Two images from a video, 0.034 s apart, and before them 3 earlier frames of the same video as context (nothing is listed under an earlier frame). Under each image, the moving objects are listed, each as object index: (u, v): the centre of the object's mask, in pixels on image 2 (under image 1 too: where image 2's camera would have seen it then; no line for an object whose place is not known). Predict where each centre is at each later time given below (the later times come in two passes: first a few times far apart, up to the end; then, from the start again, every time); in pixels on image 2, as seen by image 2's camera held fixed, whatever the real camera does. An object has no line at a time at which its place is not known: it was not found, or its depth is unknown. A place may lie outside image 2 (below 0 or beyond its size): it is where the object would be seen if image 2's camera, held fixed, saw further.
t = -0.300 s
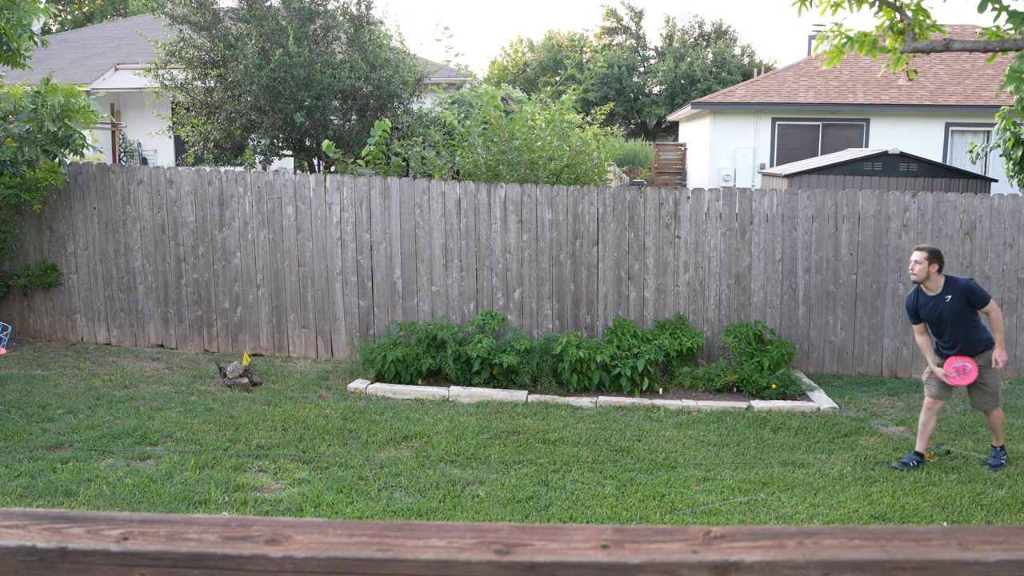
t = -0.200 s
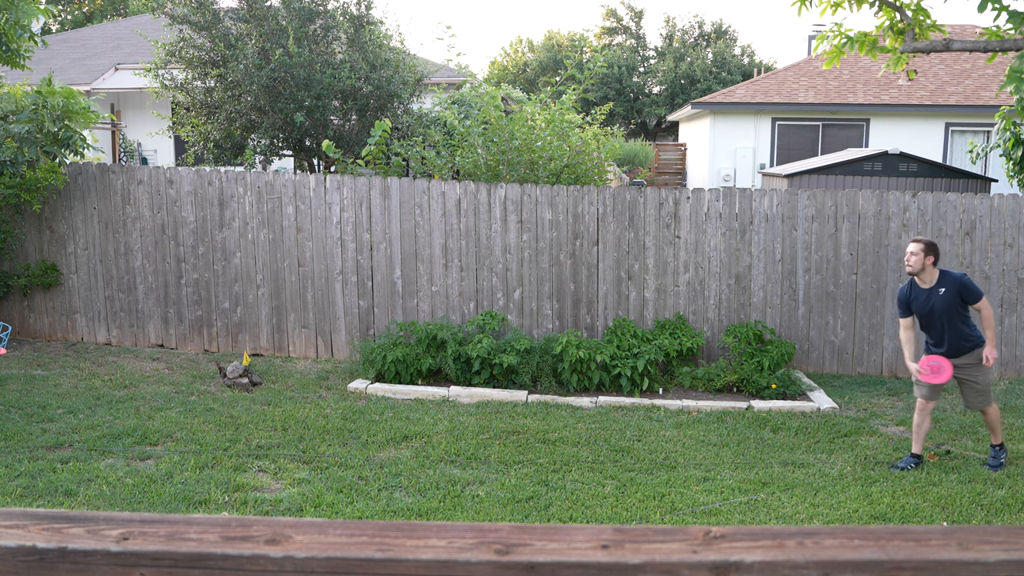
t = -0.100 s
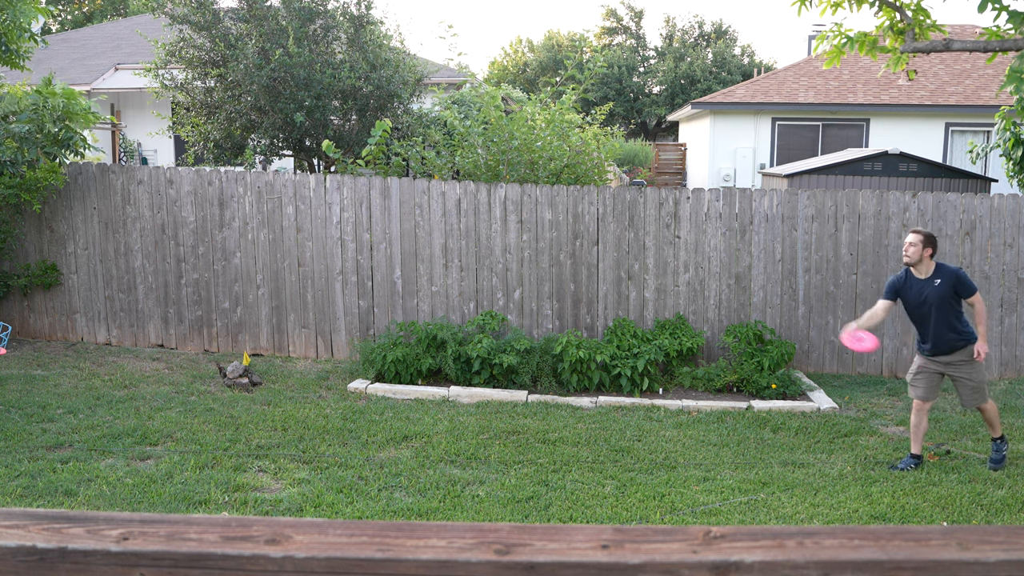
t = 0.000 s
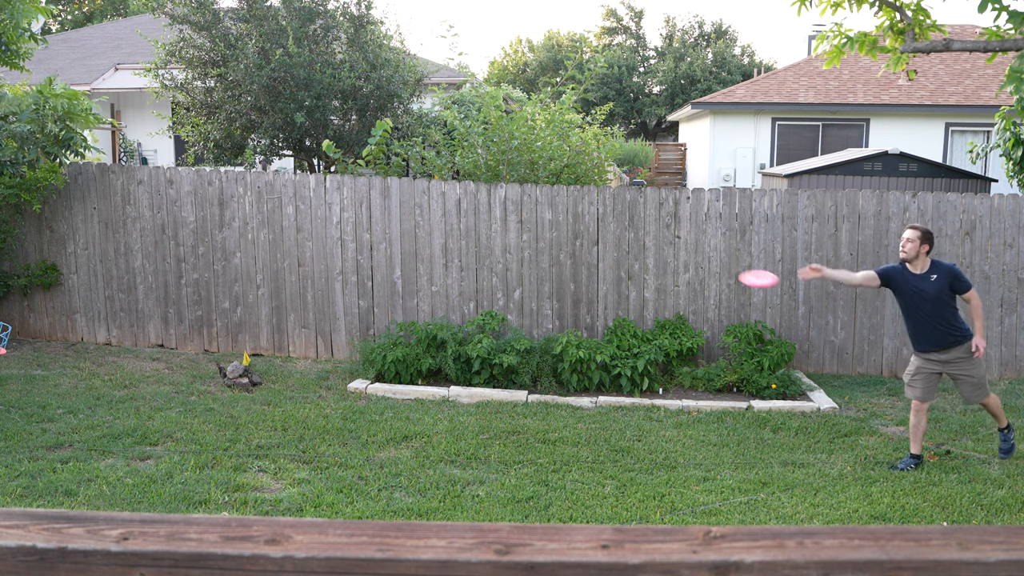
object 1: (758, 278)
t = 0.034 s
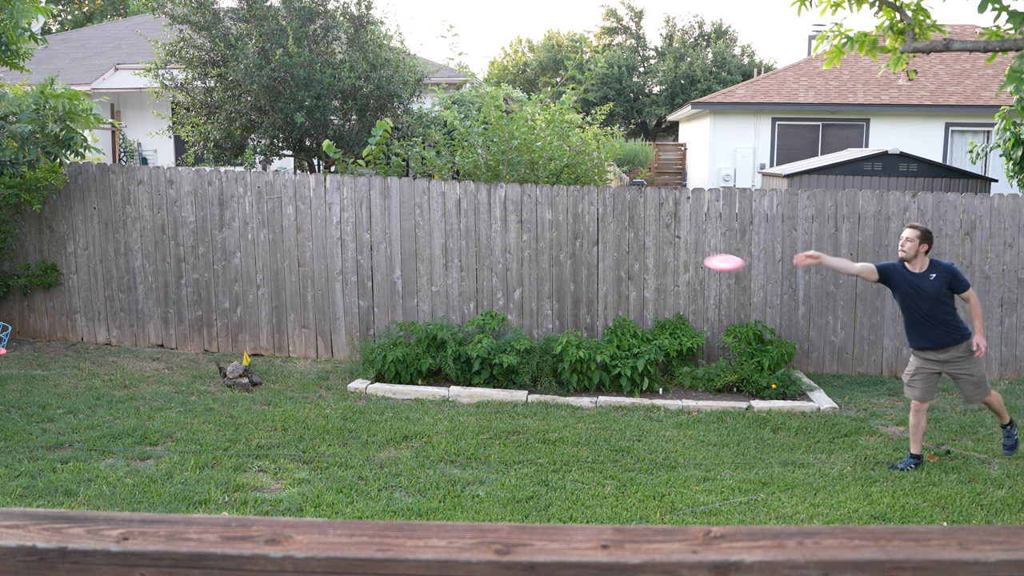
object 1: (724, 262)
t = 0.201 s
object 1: (545, 214)
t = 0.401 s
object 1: (334, 224)
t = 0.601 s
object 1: (135, 288)
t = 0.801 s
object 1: (26, 372)
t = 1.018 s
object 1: (101, 466)
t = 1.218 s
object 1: (193, 480)
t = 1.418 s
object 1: (282, 479)
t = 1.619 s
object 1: (365, 475)
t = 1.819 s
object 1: (429, 463)
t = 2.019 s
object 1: (470, 456)
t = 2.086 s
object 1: (478, 448)
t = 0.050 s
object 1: (706, 255)
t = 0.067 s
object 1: (689, 248)
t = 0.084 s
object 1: (671, 242)
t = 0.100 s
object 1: (653, 236)
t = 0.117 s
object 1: (635, 231)
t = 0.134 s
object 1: (617, 227)
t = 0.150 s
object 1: (599, 223)
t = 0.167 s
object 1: (581, 219)
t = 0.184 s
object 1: (563, 217)
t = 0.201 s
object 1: (545, 214)
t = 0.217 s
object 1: (527, 212)
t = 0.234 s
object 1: (509, 211)
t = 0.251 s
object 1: (491, 210)
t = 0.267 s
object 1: (473, 210)
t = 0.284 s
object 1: (455, 210)
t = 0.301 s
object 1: (438, 211)
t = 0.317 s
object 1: (420, 212)
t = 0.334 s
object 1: (403, 213)
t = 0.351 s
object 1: (385, 216)
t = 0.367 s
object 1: (368, 218)
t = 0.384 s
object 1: (351, 221)
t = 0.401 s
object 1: (334, 224)
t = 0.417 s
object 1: (316, 228)
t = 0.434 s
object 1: (300, 232)
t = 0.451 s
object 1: (283, 237)
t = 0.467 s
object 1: (266, 241)
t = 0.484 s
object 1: (249, 246)
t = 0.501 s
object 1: (232, 252)
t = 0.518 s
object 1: (216, 257)
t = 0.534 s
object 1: (199, 263)
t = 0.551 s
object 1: (183, 269)
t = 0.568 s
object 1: (167, 275)
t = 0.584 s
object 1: (151, 281)
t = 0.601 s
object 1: (135, 288)
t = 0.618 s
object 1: (119, 294)
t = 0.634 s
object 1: (103, 301)
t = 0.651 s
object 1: (87, 309)
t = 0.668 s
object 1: (72, 316)
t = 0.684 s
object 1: (57, 323)
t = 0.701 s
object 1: (41, 330)
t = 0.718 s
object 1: (26, 338)
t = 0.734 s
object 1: (13, 345)
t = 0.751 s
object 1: (13, 352)
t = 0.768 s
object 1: (16, 358)
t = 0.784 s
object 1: (20, 364)
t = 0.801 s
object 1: (26, 372)
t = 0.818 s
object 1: (31, 379)
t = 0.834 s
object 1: (36, 387)
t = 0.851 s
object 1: (42, 397)
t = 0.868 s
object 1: (47, 406)
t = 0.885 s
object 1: (51, 416)
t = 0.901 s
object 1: (56, 426)
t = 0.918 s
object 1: (61, 436)
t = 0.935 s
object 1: (66, 447)
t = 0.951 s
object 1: (72, 458)
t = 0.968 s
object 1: (78, 466)
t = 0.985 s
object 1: (86, 467)
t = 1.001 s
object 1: (93, 467)
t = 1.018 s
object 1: (101, 466)
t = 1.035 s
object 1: (108, 465)
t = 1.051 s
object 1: (116, 464)
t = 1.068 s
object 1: (123, 464)
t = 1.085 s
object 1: (131, 465)
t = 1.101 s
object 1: (138, 466)
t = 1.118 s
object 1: (146, 467)
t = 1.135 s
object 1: (154, 469)
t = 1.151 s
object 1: (161, 470)
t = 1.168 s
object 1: (169, 472)
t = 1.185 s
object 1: (177, 475)
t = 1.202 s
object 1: (185, 477)
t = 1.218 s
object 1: (193, 480)
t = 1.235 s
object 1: (200, 482)
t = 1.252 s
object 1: (208, 483)
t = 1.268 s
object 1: (215, 483)
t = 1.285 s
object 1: (222, 481)
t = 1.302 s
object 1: (229, 480)
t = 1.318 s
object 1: (237, 478)
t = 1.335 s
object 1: (244, 477)
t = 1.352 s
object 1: (252, 477)
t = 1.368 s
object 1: (260, 477)
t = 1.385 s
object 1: (267, 477)
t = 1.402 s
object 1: (275, 478)
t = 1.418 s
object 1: (282, 479)
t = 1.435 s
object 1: (290, 480)
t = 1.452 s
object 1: (298, 481)
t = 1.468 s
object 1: (305, 483)
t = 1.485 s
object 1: (313, 484)
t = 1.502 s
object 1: (320, 484)
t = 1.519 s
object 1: (327, 484)
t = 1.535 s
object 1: (334, 482)
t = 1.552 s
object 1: (340, 480)
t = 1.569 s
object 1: (347, 479)
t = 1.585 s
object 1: (353, 477)
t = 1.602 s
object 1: (359, 477)
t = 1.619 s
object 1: (365, 475)
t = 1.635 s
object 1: (372, 475)
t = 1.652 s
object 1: (378, 475)
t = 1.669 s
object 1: (384, 475)
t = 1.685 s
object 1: (390, 476)
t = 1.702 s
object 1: (396, 476)
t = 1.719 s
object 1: (401, 476)
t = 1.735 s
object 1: (407, 475)
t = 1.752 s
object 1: (412, 473)
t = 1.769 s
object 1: (417, 470)
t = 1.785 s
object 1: (421, 468)
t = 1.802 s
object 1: (425, 465)
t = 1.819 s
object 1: (429, 463)
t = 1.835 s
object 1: (432, 461)
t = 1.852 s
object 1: (436, 459)
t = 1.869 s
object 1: (440, 457)
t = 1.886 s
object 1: (443, 456)
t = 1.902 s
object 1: (447, 455)
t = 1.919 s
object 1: (451, 455)
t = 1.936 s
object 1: (454, 455)
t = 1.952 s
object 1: (457, 456)
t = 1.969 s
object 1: (461, 456)
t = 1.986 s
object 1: (464, 456)
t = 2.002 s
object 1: (467, 456)
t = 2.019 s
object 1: (470, 456)
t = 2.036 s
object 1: (473, 455)
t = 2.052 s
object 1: (475, 453)
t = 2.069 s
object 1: (476, 450)
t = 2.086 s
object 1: (478, 448)
